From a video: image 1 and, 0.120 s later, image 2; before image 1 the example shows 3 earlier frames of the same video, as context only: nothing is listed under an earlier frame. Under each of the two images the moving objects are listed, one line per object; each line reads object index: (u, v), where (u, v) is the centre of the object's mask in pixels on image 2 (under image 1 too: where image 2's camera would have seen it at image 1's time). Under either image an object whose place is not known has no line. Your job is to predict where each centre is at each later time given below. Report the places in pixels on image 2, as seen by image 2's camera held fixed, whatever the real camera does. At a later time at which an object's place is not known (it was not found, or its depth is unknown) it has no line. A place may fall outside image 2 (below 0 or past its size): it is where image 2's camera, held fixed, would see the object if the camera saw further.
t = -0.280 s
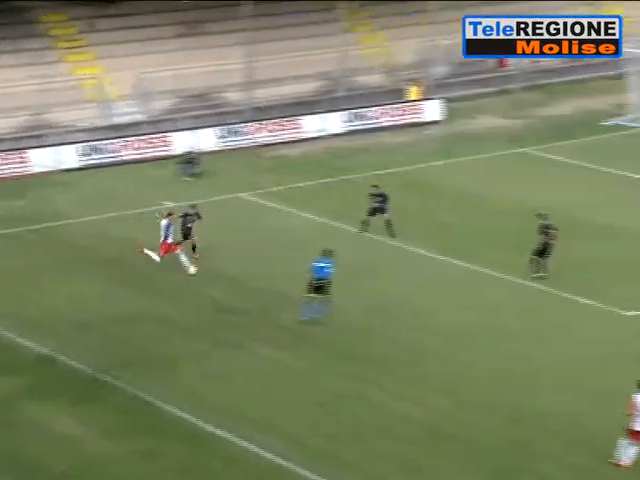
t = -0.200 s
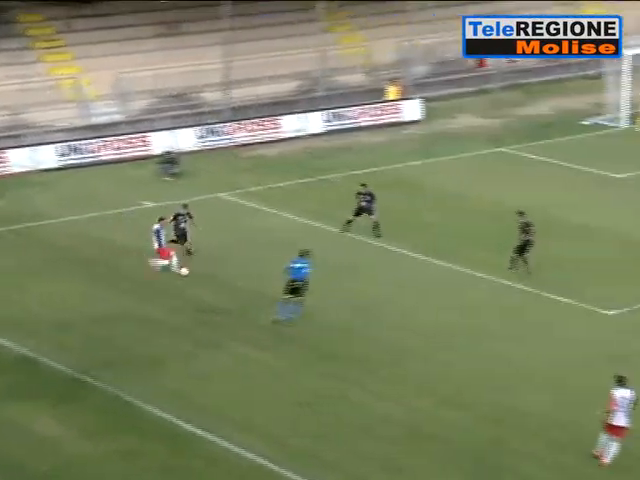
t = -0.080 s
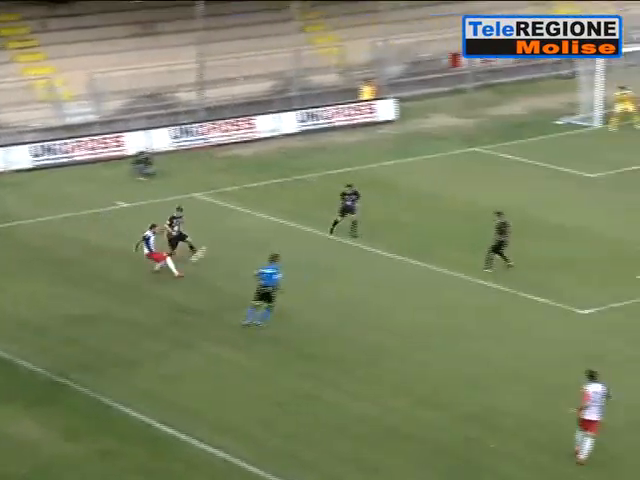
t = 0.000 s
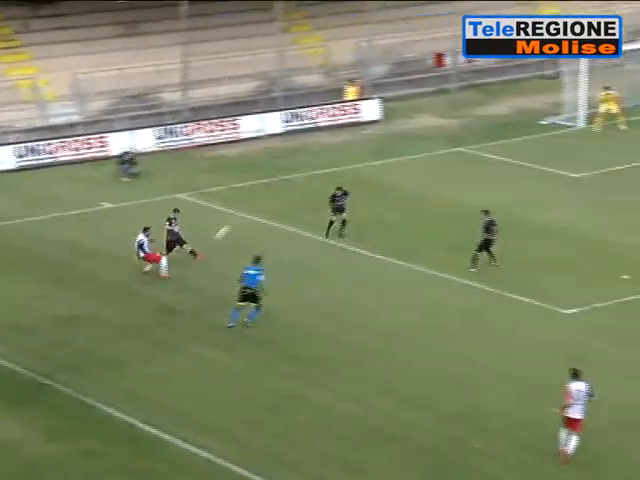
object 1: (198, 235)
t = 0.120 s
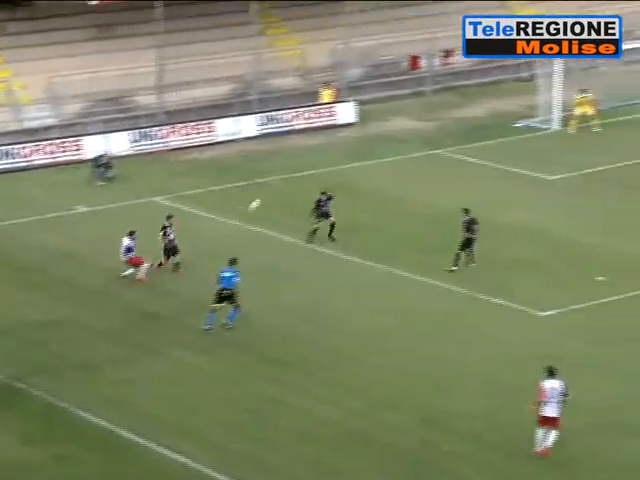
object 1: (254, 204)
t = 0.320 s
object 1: (339, 164)
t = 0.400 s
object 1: (368, 153)
